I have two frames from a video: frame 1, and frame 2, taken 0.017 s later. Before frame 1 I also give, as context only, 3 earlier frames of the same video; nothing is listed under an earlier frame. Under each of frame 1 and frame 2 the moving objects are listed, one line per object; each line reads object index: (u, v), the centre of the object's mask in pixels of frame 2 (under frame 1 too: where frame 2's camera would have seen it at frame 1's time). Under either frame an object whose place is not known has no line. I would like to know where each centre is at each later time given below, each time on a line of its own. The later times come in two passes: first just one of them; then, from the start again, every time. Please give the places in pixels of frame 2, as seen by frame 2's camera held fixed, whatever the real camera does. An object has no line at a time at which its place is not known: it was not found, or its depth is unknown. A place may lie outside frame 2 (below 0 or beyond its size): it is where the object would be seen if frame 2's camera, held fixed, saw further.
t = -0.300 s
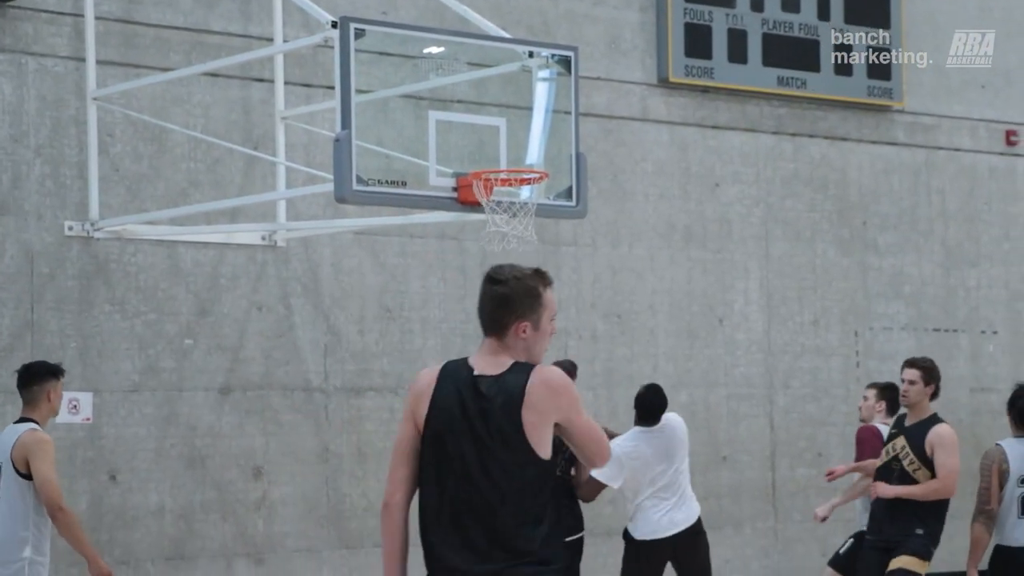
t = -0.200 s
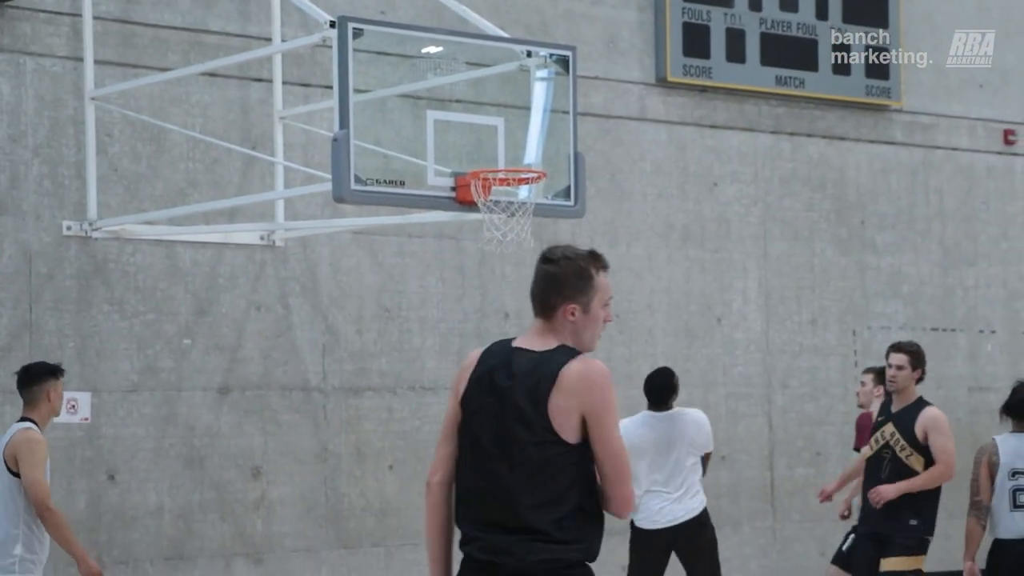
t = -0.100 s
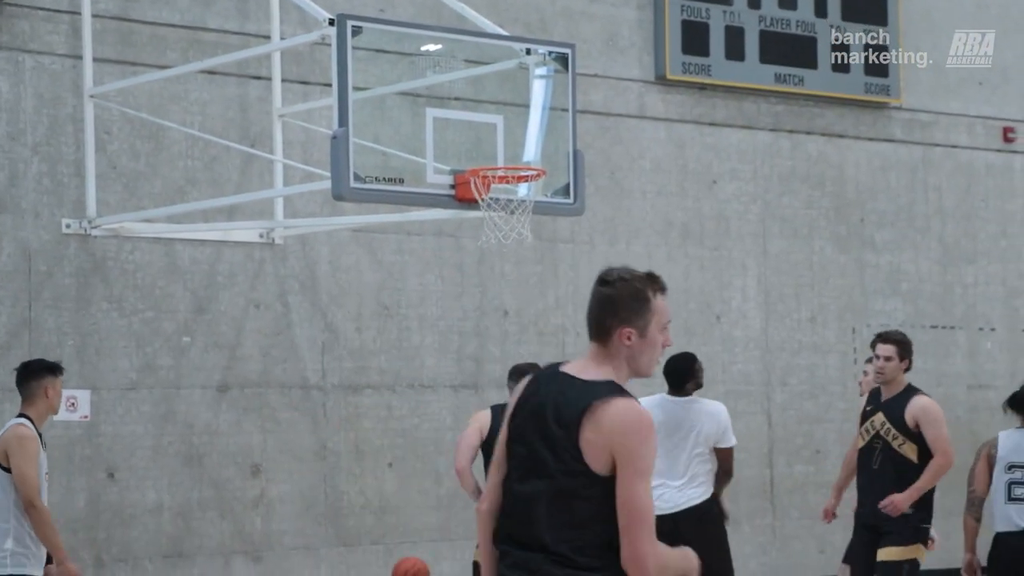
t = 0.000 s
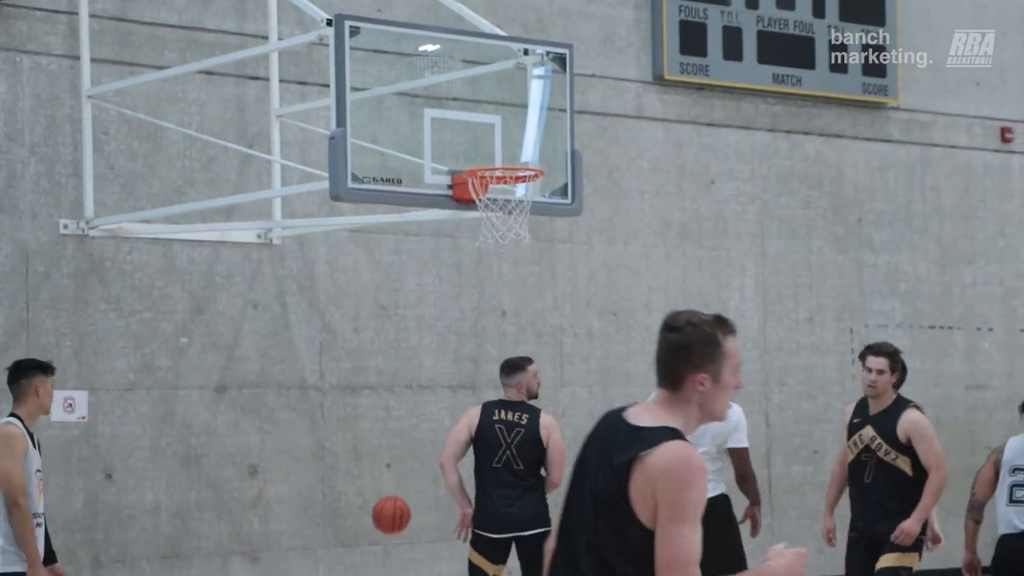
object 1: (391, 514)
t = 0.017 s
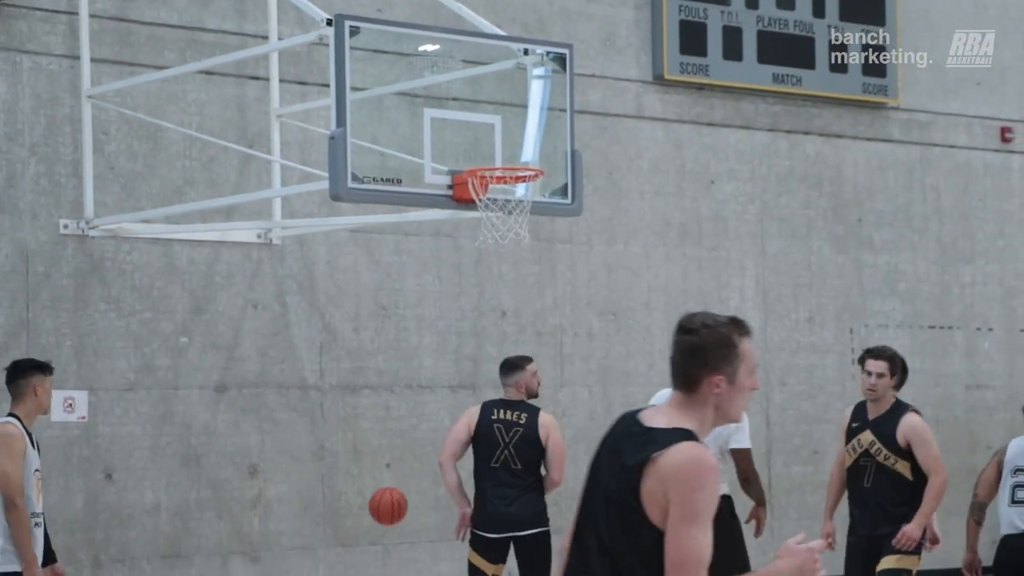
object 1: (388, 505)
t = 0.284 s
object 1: (340, 423)
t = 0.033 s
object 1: (385, 498)
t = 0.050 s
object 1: (382, 489)
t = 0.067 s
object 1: (379, 482)
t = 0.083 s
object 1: (376, 474)
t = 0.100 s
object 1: (373, 468)
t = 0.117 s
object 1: (370, 461)
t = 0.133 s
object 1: (367, 456)
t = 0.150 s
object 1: (364, 450)
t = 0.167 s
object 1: (361, 445)
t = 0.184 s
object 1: (358, 441)
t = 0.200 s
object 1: (356, 437)
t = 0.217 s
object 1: (353, 433)
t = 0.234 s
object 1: (349, 430)
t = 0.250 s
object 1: (346, 427)
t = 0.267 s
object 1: (343, 424)
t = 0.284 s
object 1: (340, 423)
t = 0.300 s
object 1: (337, 421)
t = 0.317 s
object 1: (334, 420)
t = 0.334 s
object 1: (331, 419)
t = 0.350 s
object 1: (329, 419)
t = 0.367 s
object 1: (326, 419)
